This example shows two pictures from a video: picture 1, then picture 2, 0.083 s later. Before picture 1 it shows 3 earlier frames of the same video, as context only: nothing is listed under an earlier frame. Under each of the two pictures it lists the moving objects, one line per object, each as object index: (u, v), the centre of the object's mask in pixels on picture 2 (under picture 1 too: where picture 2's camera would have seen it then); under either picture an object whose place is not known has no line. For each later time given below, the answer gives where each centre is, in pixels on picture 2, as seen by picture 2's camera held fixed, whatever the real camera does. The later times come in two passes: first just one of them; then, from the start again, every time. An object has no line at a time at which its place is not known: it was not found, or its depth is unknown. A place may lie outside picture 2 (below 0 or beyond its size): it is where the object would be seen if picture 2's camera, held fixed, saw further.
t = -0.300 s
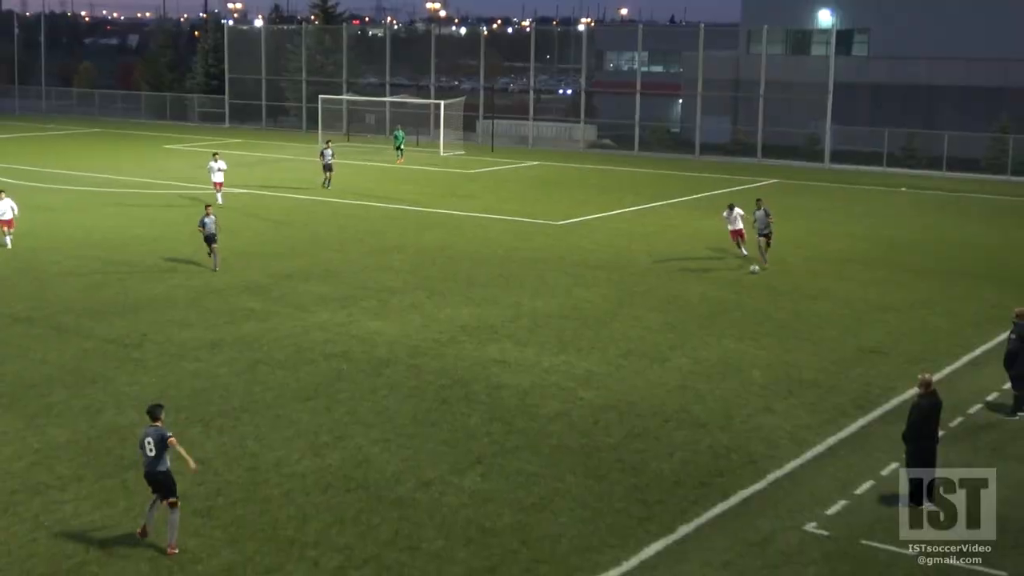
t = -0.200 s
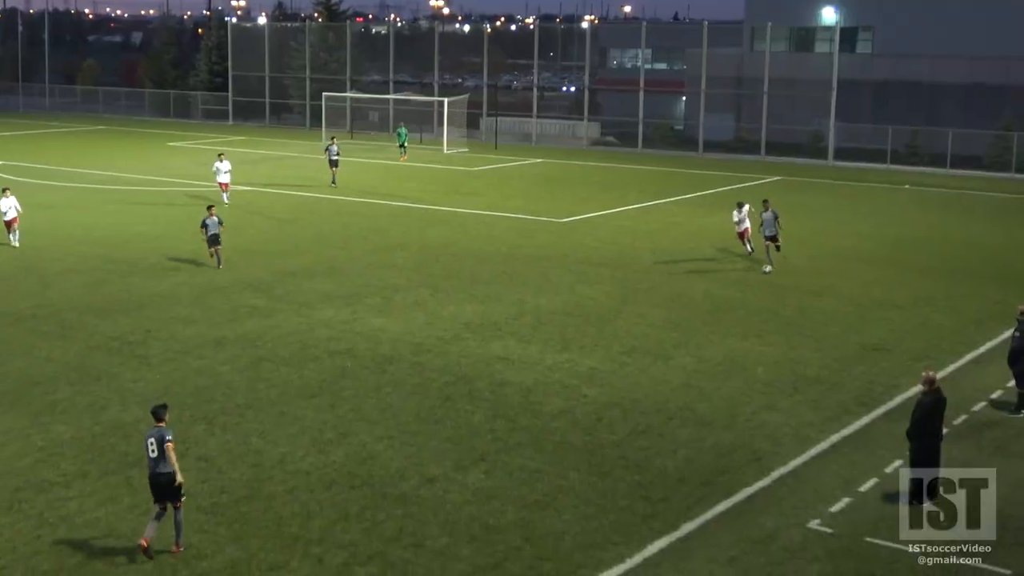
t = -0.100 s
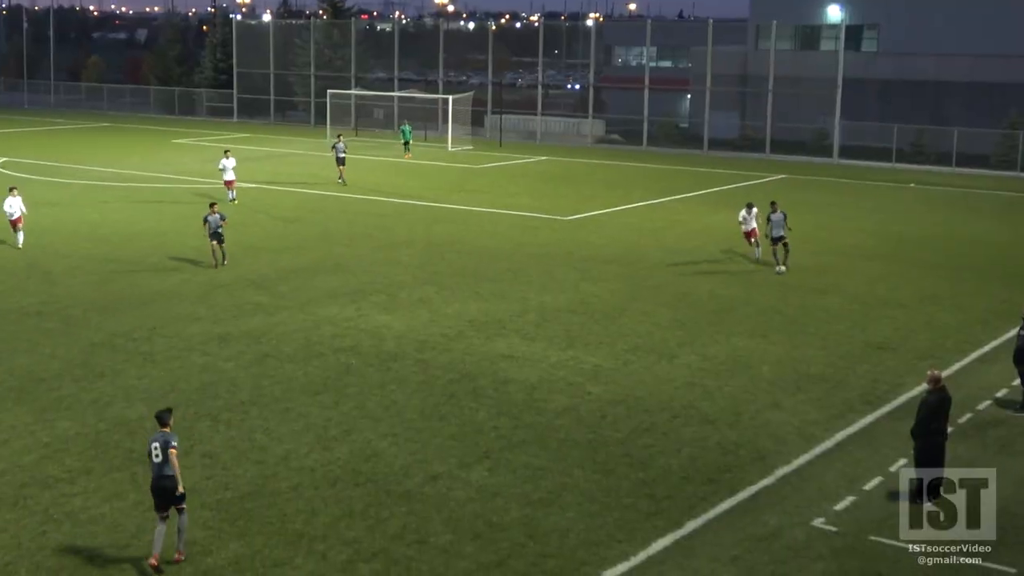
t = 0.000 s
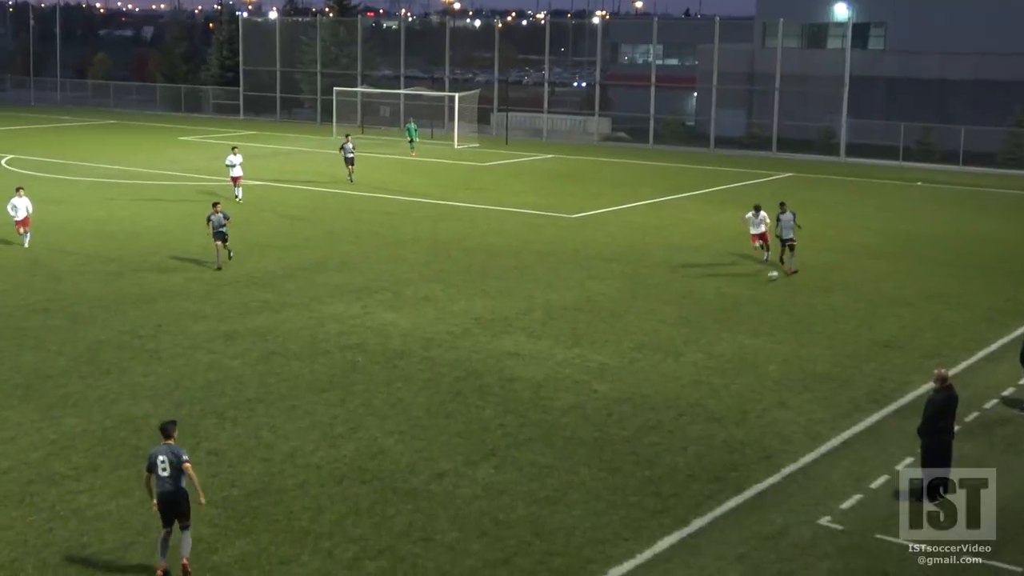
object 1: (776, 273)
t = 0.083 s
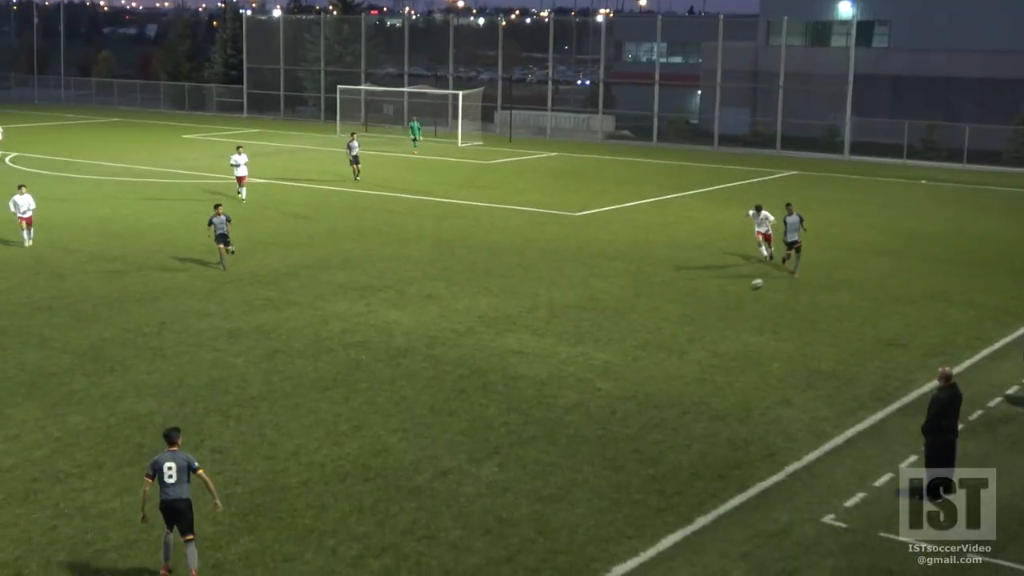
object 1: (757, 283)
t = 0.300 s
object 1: (698, 312)
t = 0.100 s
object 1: (753, 286)
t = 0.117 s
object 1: (748, 288)
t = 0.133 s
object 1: (744, 291)
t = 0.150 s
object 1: (740, 293)
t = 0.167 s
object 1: (735, 296)
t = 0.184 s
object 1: (730, 297)
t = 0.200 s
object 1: (726, 299)
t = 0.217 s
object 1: (722, 301)
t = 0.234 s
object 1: (717, 303)
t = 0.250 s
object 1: (713, 305)
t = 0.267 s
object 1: (708, 307)
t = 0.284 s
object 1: (702, 310)
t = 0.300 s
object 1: (698, 312)
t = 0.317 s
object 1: (693, 314)
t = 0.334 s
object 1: (688, 317)
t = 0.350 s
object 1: (682, 320)
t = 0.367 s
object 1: (677, 322)
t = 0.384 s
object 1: (671, 324)
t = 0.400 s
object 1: (666, 326)
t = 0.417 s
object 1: (661, 328)
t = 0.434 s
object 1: (656, 329)
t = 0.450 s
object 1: (650, 332)
